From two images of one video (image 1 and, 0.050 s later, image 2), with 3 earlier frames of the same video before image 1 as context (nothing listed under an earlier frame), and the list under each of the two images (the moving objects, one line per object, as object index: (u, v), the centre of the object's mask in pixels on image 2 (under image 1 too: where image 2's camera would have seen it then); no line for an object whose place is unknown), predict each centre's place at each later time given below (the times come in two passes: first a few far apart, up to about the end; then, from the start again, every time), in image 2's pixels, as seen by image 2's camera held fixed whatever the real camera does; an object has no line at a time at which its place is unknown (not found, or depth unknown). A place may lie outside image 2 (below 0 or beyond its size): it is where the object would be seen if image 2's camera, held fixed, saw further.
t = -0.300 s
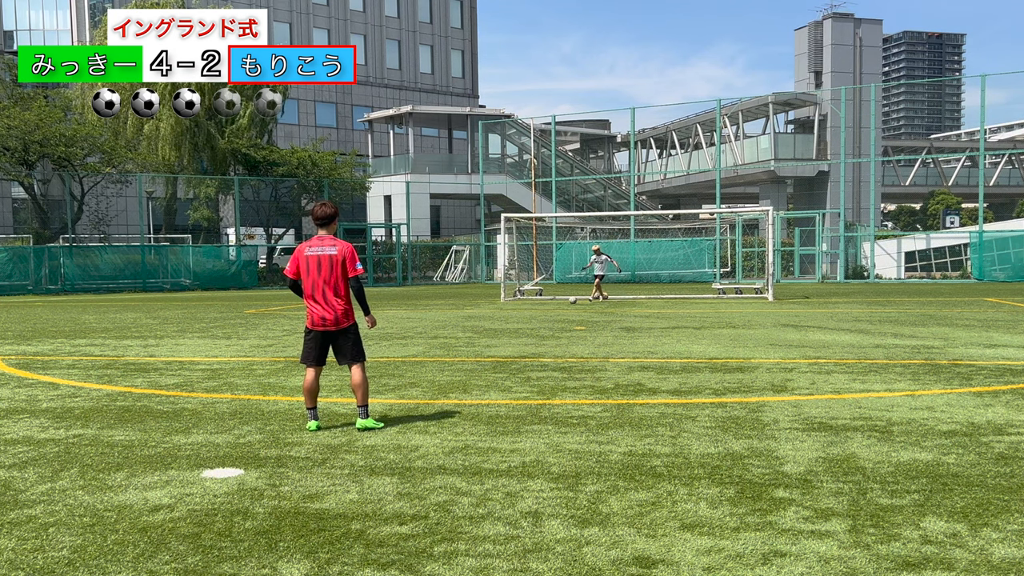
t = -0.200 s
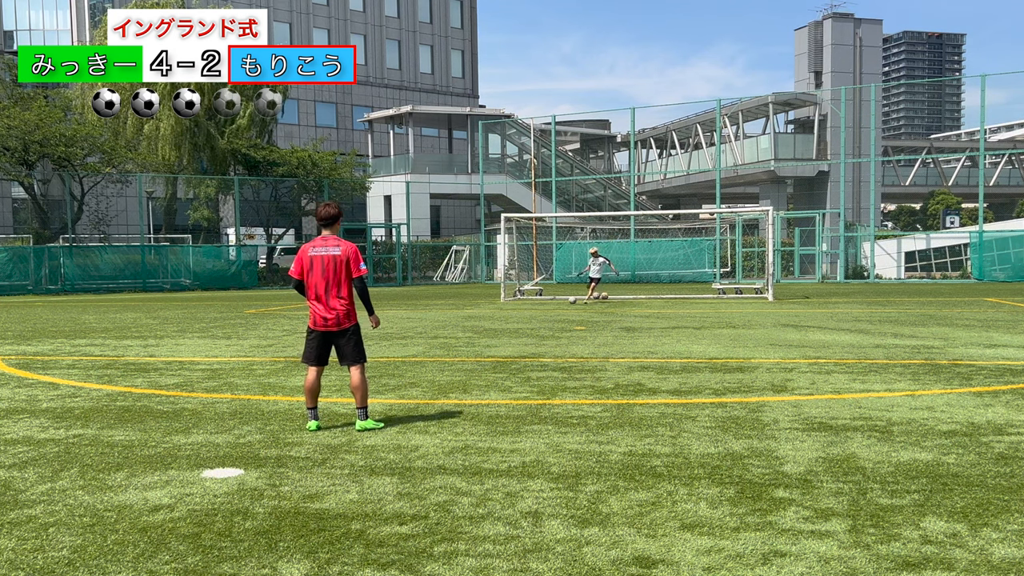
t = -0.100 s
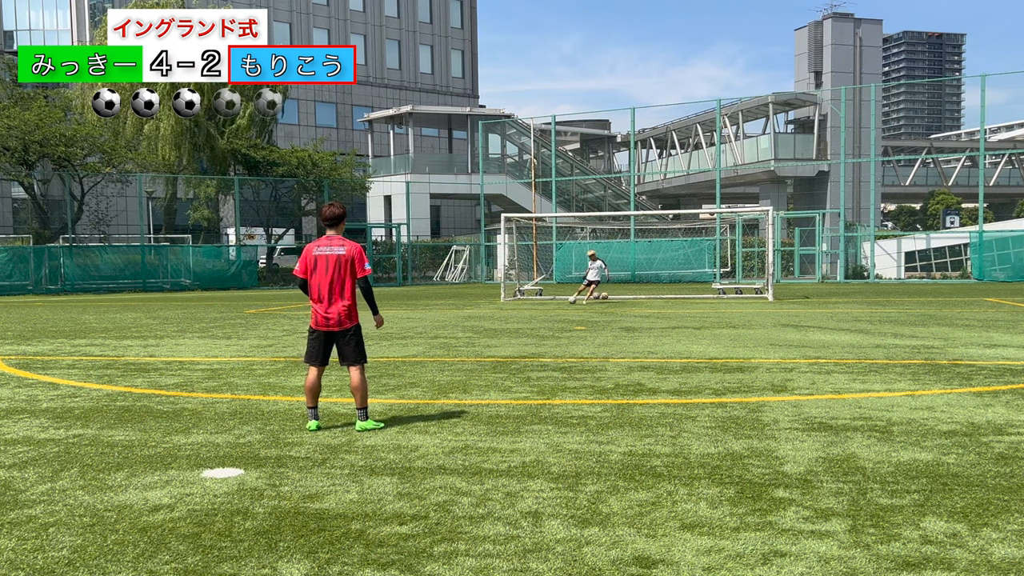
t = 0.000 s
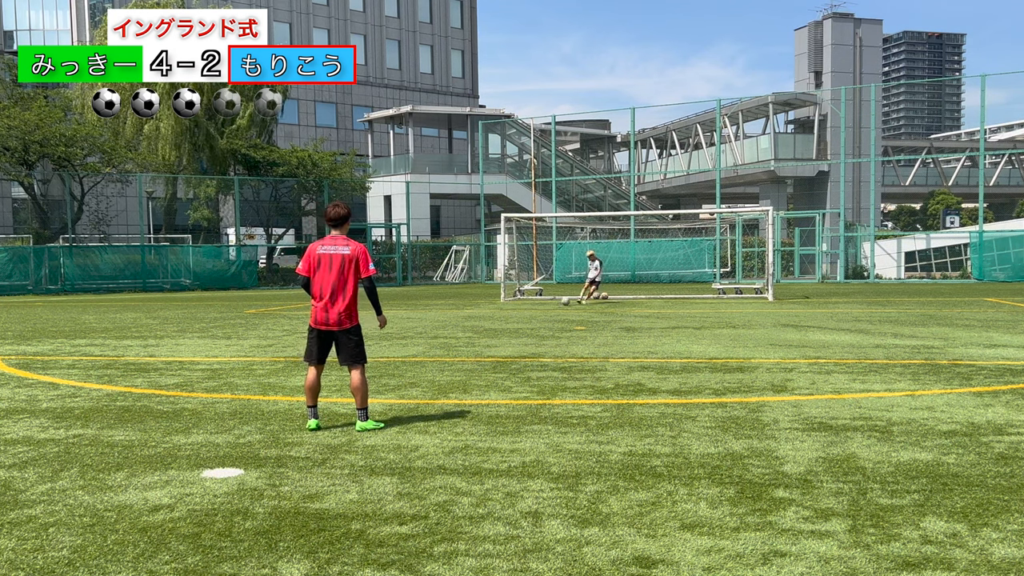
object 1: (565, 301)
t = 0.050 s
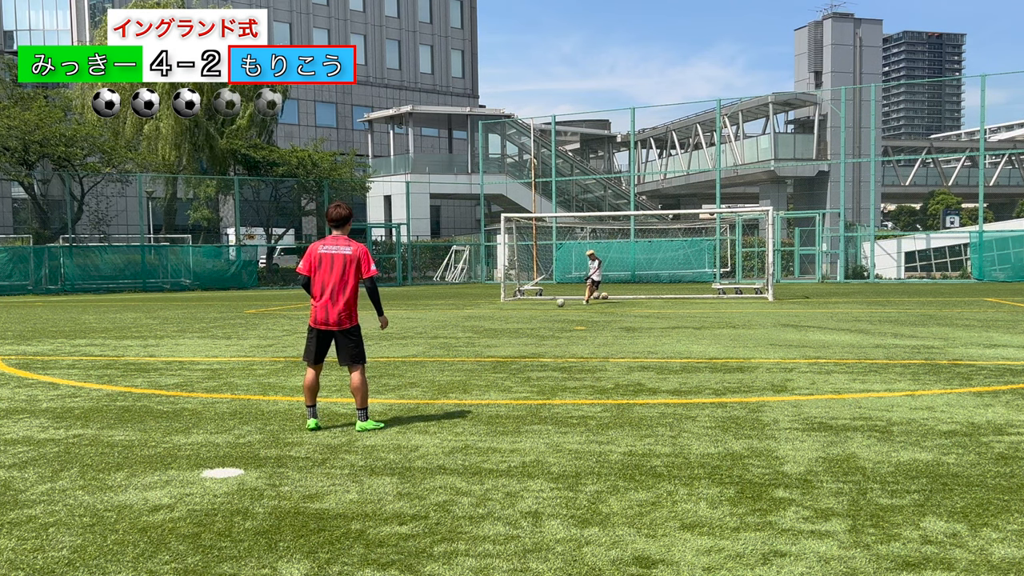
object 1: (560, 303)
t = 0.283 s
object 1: (534, 310)
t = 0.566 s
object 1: (500, 319)
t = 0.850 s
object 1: (459, 331)
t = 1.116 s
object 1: (413, 347)
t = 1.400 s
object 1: (358, 365)
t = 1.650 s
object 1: (294, 383)
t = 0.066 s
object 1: (558, 304)
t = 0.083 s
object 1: (557, 304)
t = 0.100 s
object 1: (555, 304)
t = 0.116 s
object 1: (553, 305)
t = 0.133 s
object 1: (551, 305)
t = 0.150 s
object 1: (550, 305)
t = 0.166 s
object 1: (548, 305)
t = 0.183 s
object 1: (546, 306)
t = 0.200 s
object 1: (544, 306)
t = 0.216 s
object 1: (542, 307)
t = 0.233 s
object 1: (541, 308)
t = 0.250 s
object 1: (539, 308)
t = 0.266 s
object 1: (537, 309)
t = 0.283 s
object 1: (534, 310)
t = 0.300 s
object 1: (533, 311)
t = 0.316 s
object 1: (531, 312)
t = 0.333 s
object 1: (529, 312)
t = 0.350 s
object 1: (527, 312)
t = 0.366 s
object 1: (525, 312)
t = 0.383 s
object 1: (523, 313)
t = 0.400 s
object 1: (521, 314)
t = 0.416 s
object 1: (520, 314)
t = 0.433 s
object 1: (517, 315)
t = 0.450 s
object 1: (516, 316)
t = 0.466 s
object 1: (513, 317)
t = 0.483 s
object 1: (511, 318)
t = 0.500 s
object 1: (509, 318)
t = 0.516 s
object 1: (507, 318)
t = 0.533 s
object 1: (505, 318)
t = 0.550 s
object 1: (503, 319)
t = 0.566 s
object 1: (500, 319)
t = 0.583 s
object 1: (498, 320)
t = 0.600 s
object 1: (496, 320)
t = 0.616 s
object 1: (494, 322)
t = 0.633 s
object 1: (491, 323)
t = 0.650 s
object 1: (489, 324)
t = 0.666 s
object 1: (486, 325)
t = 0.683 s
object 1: (484, 327)
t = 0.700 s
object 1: (482, 327)
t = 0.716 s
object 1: (479, 327)
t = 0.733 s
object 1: (477, 327)
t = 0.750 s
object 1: (474, 327)
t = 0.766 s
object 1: (472, 327)
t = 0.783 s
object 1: (470, 327)
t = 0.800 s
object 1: (467, 328)
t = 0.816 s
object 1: (464, 329)
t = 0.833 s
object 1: (461, 330)
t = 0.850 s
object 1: (459, 331)
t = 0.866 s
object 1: (456, 332)
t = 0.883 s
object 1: (454, 334)
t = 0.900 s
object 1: (450, 336)
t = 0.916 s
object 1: (448, 337)
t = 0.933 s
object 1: (445, 338)
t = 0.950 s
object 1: (443, 339)
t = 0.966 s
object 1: (440, 338)
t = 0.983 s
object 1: (437, 338)
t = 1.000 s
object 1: (434, 339)
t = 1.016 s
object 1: (431, 339)
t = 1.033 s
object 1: (428, 340)
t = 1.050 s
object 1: (425, 341)
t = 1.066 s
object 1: (422, 342)
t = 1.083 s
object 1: (419, 343)
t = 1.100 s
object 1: (416, 345)
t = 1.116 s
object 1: (413, 347)
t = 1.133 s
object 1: (410, 349)
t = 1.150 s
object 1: (407, 351)
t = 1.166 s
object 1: (404, 351)
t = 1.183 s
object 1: (401, 351)
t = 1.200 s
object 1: (398, 350)
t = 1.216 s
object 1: (394, 350)
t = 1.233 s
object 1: (392, 350)
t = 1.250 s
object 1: (388, 350)
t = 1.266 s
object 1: (385, 350)
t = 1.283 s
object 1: (382, 351)
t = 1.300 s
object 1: (379, 352)
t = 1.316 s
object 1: (376, 353)
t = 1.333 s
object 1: (372, 356)
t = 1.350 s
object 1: (369, 357)
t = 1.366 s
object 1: (365, 360)
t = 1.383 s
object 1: (362, 362)
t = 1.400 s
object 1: (358, 365)
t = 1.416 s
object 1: (355, 366)
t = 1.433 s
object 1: (351, 367)
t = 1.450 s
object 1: (347, 367)
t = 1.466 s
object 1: (343, 367)
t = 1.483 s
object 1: (339, 367)
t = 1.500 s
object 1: (334, 369)
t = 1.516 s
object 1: (330, 370)
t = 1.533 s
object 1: (326, 371)
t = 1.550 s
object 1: (322, 373)
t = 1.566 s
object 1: (317, 375)
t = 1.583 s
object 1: (313, 378)
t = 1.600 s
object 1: (308, 380)
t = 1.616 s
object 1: (303, 381)
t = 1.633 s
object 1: (299, 381)
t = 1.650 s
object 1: (294, 383)
